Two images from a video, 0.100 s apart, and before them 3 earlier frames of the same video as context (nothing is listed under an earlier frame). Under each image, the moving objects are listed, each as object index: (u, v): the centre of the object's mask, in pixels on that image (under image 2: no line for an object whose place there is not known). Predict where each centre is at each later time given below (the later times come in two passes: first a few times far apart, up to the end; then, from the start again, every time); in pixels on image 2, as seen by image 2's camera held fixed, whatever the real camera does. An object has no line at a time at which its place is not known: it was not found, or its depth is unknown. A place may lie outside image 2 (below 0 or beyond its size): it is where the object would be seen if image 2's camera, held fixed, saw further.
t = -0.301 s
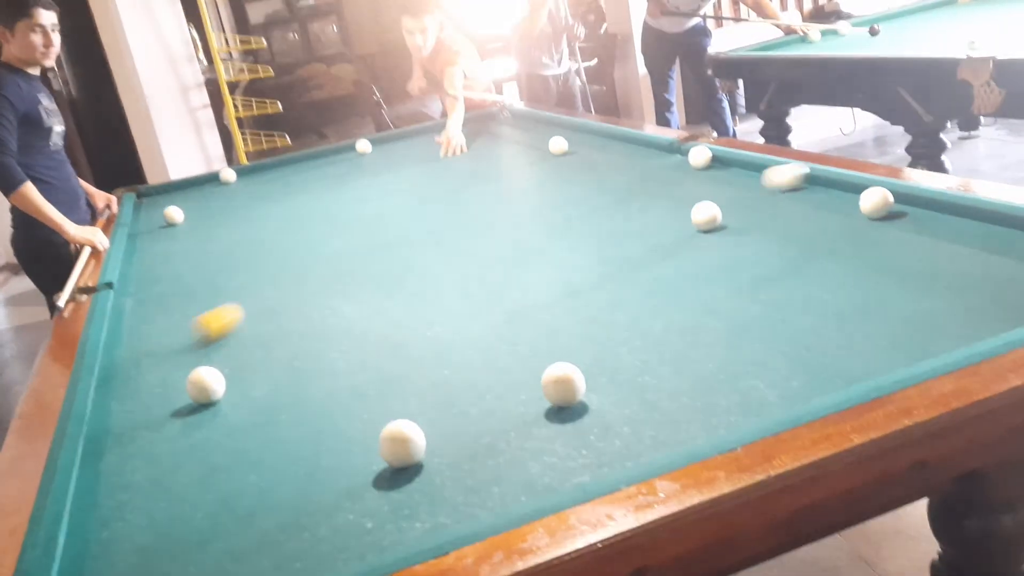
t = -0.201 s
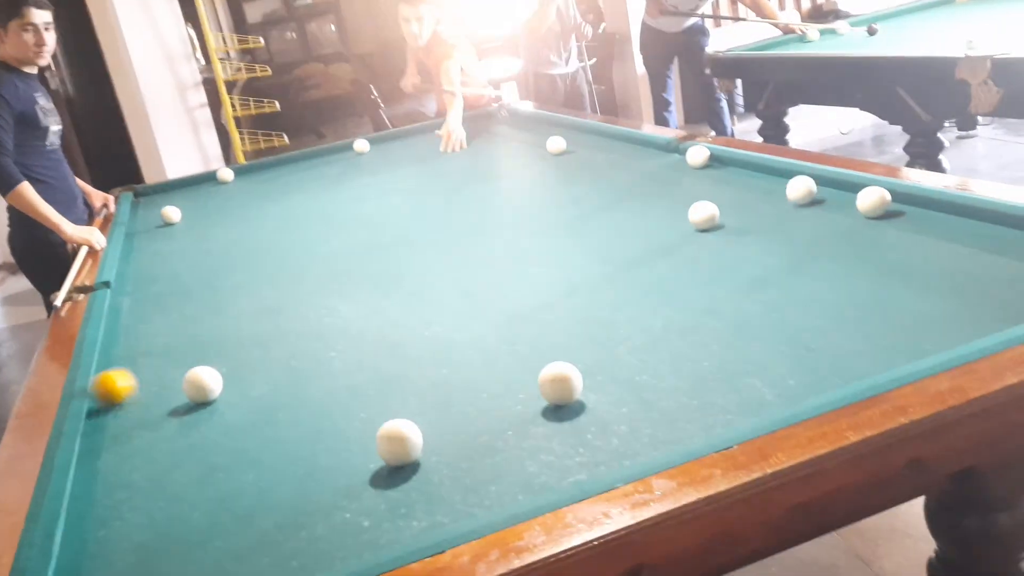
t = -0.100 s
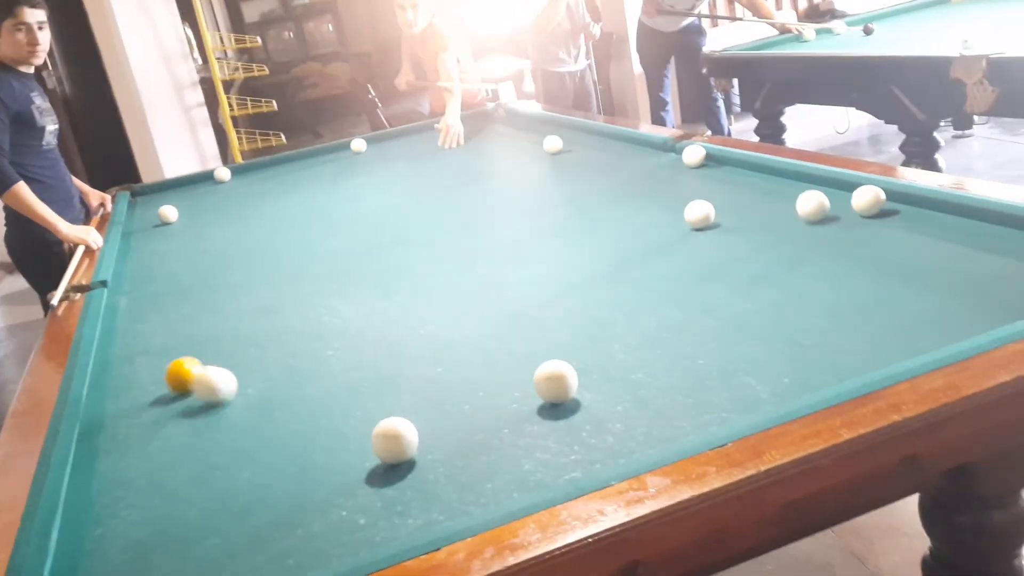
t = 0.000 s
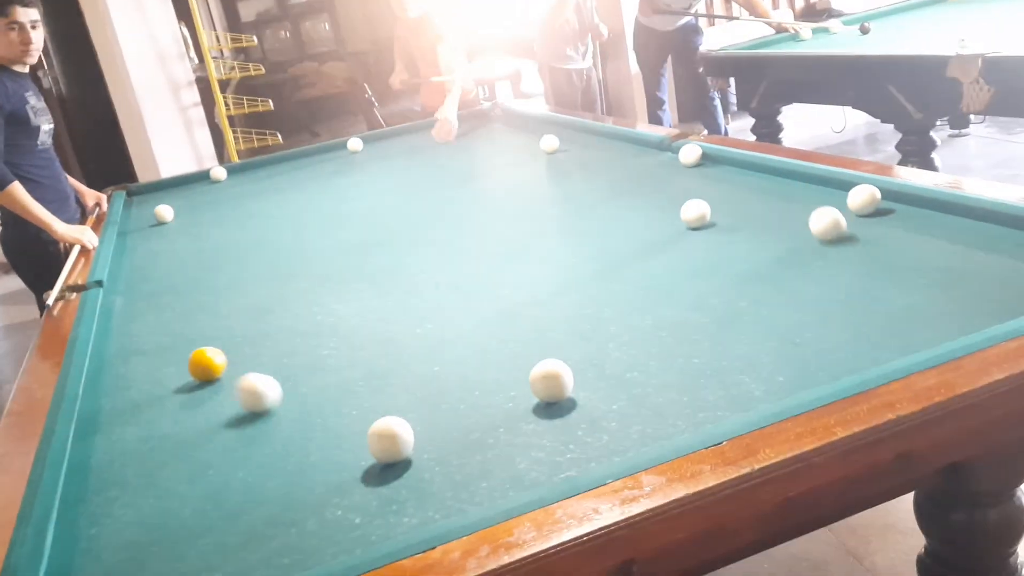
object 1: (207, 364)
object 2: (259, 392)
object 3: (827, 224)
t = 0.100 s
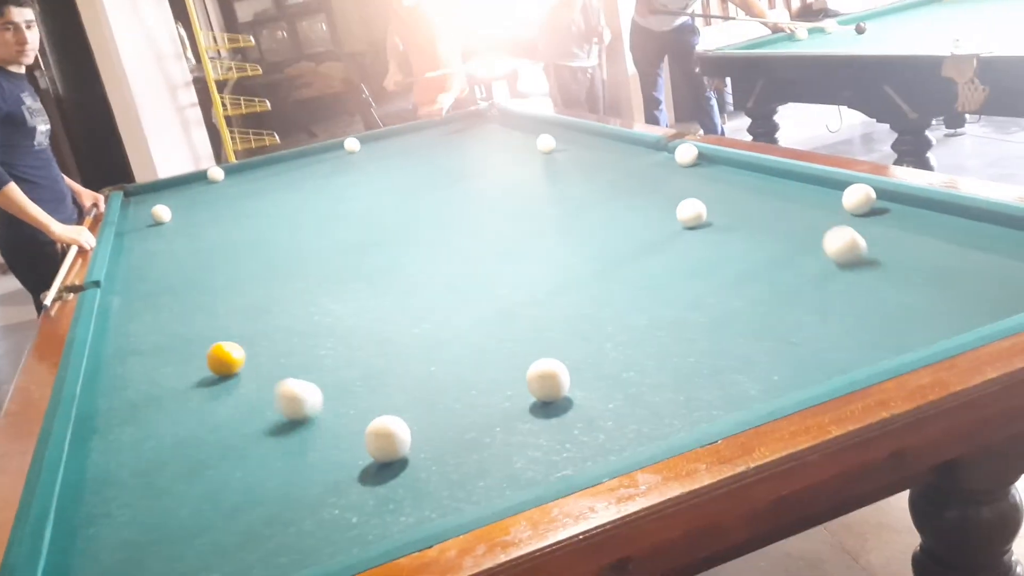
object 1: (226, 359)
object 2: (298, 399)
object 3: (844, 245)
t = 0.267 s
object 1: (258, 350)
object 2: (372, 407)
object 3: (890, 291)
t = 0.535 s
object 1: (308, 338)
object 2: (516, 410)
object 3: (812, 332)
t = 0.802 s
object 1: (352, 326)
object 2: (668, 404)
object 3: (639, 330)
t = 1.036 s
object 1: (387, 317)
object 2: (763, 383)
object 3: (514, 330)
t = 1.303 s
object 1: (423, 308)
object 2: (805, 347)
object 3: (391, 329)
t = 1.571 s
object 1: (455, 300)
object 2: (839, 315)
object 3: (286, 328)
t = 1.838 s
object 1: (484, 293)
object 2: (866, 288)
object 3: (196, 327)
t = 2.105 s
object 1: (511, 286)
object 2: (891, 266)
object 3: (118, 327)
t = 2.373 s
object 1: (535, 279)
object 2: (912, 245)
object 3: (145, 303)
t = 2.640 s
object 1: (556, 274)
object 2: (929, 228)
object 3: (179, 282)
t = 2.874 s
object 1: (571, 270)
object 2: (941, 215)
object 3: (203, 266)
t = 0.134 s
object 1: (232, 357)
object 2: (313, 401)
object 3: (853, 253)
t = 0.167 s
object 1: (239, 356)
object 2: (327, 404)
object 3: (861, 262)
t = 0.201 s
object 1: (245, 354)
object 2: (343, 406)
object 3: (870, 271)
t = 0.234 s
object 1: (252, 352)
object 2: (357, 408)
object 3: (880, 281)
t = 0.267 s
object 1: (258, 350)
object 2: (372, 407)
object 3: (890, 291)
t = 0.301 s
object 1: (265, 348)
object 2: (392, 406)
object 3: (901, 302)
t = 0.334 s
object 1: (272, 347)
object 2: (411, 411)
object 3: (913, 315)
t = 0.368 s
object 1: (278, 345)
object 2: (424, 413)
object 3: (925, 326)
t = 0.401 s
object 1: (284, 344)
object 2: (442, 412)
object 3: (921, 330)
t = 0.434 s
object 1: (290, 342)
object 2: (460, 413)
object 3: (893, 333)
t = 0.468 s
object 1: (296, 340)
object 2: (479, 412)
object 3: (863, 333)
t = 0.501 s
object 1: (302, 339)
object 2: (498, 411)
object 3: (836, 333)
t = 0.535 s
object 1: (308, 338)
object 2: (516, 410)
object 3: (812, 332)
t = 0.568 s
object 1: (313, 337)
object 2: (533, 410)
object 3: (788, 332)
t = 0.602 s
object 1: (319, 335)
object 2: (553, 408)
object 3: (765, 331)
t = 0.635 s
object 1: (325, 333)
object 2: (571, 407)
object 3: (742, 331)
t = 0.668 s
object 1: (331, 332)
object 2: (590, 407)
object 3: (721, 331)
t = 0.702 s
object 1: (336, 330)
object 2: (609, 406)
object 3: (700, 331)
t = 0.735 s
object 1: (342, 329)
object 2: (629, 405)
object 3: (680, 330)
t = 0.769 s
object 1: (346, 327)
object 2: (648, 405)
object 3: (659, 330)
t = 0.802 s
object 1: (352, 326)
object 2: (668, 404)
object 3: (639, 330)
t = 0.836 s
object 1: (356, 325)
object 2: (688, 404)
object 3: (620, 330)
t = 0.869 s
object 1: (362, 323)
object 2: (708, 401)
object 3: (601, 330)
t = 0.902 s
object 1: (367, 322)
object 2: (727, 398)
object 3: (583, 330)
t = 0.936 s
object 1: (372, 321)
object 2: (743, 395)
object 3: (565, 330)
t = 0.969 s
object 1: (377, 320)
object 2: (751, 391)
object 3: (547, 330)
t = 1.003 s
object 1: (382, 319)
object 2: (757, 387)
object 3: (531, 330)
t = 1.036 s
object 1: (387, 317)
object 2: (763, 383)
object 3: (514, 330)
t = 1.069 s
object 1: (392, 316)
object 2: (769, 379)
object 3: (498, 330)
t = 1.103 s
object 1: (397, 315)
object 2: (775, 375)
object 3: (481, 329)
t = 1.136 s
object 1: (401, 314)
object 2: (781, 370)
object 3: (466, 329)
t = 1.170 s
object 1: (406, 313)
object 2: (786, 365)
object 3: (450, 329)
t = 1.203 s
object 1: (408, 309)
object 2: (791, 361)
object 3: (435, 329)
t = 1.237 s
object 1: (414, 304)
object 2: (795, 356)
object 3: (419, 329)
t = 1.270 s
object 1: (421, 306)
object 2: (801, 352)
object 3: (405, 329)
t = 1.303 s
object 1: (423, 308)
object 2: (805, 347)
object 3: (391, 329)
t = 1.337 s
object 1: (428, 307)
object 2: (810, 343)
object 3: (378, 329)
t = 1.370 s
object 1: (432, 306)
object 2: (814, 338)
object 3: (363, 329)
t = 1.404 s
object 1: (436, 305)
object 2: (819, 335)
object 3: (350, 328)
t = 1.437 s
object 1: (440, 303)
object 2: (823, 330)
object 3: (336, 328)
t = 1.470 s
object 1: (444, 303)
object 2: (827, 327)
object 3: (324, 328)
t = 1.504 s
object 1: (447, 302)
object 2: (831, 323)
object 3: (312, 327)
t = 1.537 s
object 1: (452, 301)
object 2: (835, 319)
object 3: (299, 328)
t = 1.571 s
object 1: (455, 300)
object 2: (839, 315)
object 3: (286, 328)
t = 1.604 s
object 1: (459, 299)
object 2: (842, 311)
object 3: (274, 328)
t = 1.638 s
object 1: (463, 298)
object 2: (846, 308)
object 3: (262, 328)
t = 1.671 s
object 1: (466, 297)
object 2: (850, 305)
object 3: (251, 328)
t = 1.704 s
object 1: (470, 296)
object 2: (853, 302)
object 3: (240, 327)
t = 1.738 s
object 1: (474, 295)
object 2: (857, 298)
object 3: (229, 327)
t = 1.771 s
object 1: (477, 294)
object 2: (860, 295)
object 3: (218, 327)
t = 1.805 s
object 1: (481, 293)
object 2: (863, 291)
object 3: (207, 328)
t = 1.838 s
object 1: (484, 293)
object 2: (866, 288)
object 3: (196, 327)
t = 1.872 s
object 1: (488, 291)
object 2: (870, 285)
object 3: (186, 327)
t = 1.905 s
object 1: (491, 291)
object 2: (873, 283)
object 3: (176, 327)
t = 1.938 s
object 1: (494, 290)
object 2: (876, 279)
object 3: (165, 327)
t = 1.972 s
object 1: (498, 289)
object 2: (878, 277)
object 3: (156, 326)
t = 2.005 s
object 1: (501, 288)
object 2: (882, 274)
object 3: (146, 327)
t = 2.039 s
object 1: (504, 287)
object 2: (885, 271)
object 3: (136, 327)
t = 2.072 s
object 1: (508, 286)
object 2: (888, 268)
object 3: (127, 327)
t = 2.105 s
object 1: (511, 286)
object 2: (891, 266)
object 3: (118, 327)
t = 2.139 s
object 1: (514, 285)
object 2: (893, 263)
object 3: (110, 326)
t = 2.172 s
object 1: (517, 284)
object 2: (896, 260)
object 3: (115, 322)
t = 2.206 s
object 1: (520, 283)
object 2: (899, 257)
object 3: (120, 319)
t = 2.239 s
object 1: (523, 282)
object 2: (901, 255)
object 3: (125, 316)
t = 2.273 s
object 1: (526, 282)
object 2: (904, 252)
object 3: (130, 313)
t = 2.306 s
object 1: (530, 281)
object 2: (907, 250)
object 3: (135, 310)
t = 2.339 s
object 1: (533, 280)
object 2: (909, 248)
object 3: (141, 307)
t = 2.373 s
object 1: (535, 279)
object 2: (912, 245)
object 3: (145, 303)
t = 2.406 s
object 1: (538, 279)
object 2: (914, 243)
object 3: (149, 301)
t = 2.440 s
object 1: (541, 278)
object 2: (916, 241)
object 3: (154, 298)
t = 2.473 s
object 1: (544, 277)
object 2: (919, 239)
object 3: (158, 295)
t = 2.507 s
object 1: (546, 277)
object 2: (921, 236)
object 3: (163, 292)
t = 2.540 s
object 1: (548, 276)
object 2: (923, 234)
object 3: (167, 289)
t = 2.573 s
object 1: (551, 275)
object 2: (925, 232)
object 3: (171, 287)
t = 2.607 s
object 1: (554, 274)
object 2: (927, 230)
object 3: (175, 285)
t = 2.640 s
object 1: (556, 274)
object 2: (929, 228)
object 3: (179, 282)
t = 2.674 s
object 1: (558, 274)
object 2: (931, 226)
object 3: (182, 279)
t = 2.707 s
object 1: (560, 273)
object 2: (932, 224)
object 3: (186, 277)
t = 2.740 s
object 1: (562, 272)
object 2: (934, 222)
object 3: (189, 275)
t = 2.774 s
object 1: (565, 272)
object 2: (936, 220)
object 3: (193, 273)
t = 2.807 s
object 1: (567, 271)
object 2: (937, 218)
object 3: (197, 270)
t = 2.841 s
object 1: (569, 270)
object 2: (939, 216)
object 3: (200, 268)
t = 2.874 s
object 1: (571, 270)
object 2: (941, 215)
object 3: (203, 266)
